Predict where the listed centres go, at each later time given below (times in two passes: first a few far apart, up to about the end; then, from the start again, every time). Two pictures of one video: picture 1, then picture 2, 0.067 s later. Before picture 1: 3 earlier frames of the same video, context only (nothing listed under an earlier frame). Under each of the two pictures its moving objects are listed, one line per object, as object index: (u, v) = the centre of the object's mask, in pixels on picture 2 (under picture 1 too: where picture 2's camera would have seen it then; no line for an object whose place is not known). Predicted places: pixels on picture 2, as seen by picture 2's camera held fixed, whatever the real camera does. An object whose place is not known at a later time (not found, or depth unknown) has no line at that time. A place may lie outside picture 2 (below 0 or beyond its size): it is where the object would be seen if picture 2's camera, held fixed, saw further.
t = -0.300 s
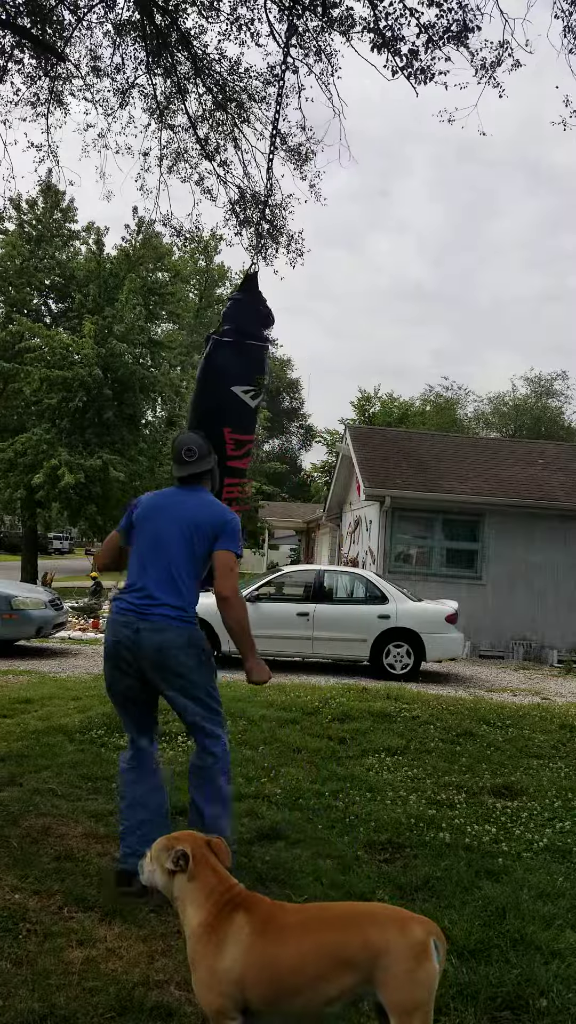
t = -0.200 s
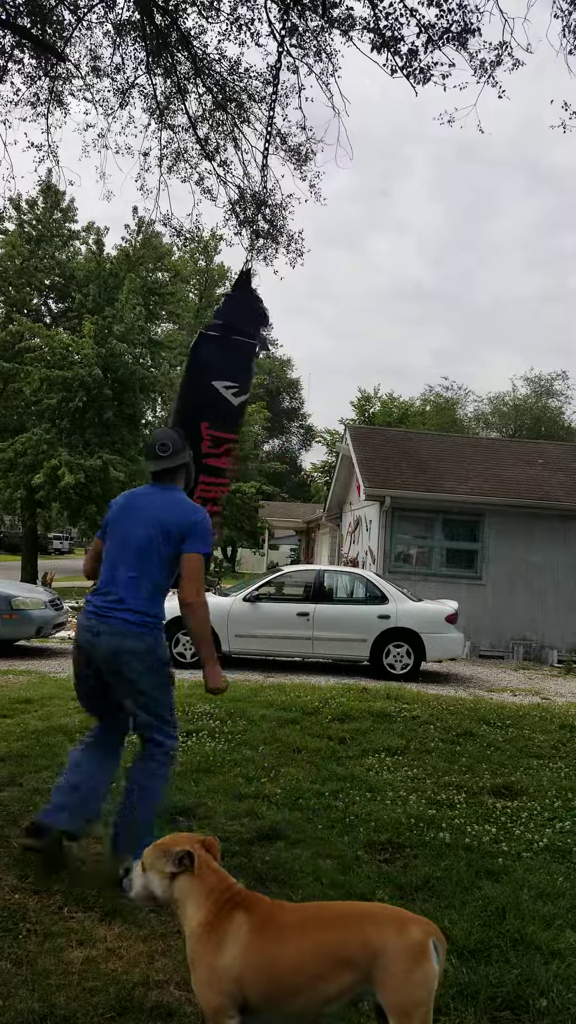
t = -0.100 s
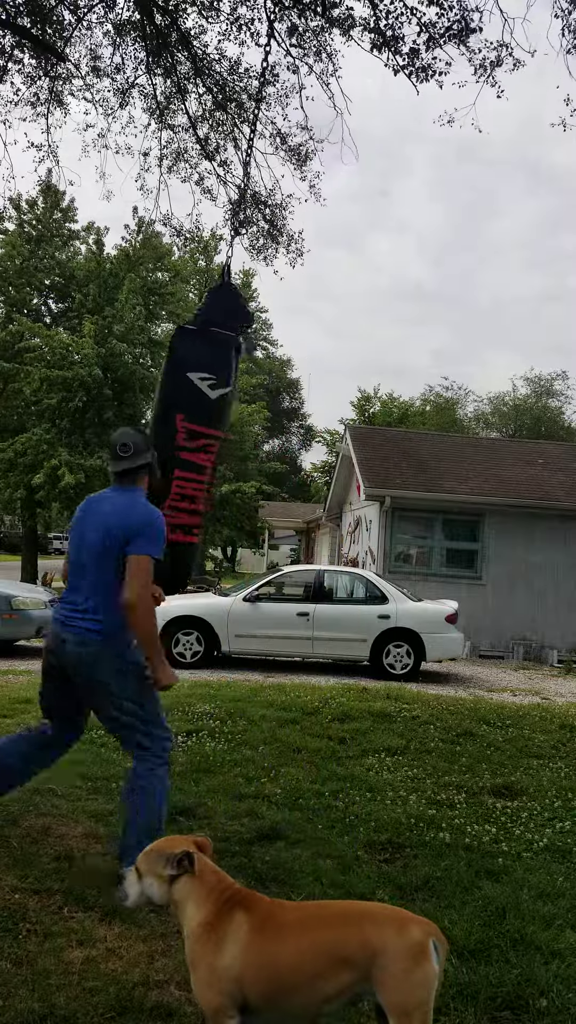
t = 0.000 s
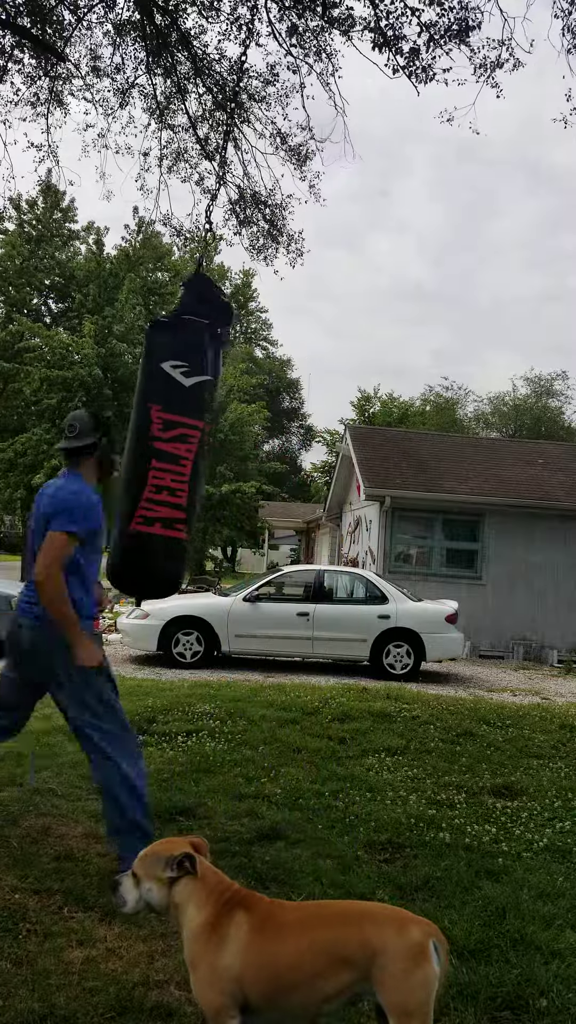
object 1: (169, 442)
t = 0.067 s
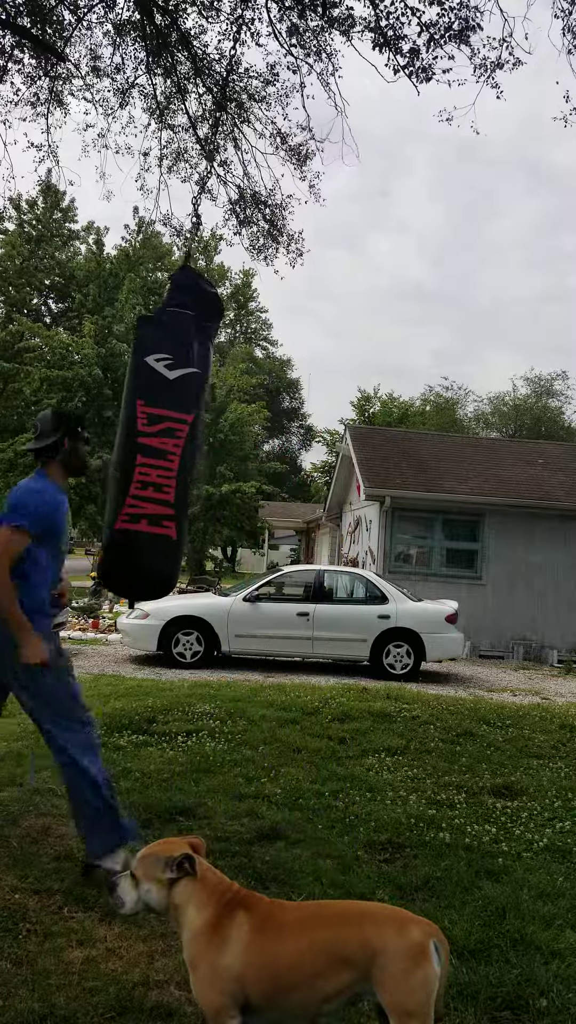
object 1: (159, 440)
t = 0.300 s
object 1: (143, 428)
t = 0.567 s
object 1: (143, 419)
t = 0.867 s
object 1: (184, 402)
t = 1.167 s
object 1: (275, 395)
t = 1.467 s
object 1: (364, 407)
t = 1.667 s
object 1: (413, 417)
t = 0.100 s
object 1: (155, 438)
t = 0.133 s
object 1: (152, 437)
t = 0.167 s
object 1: (149, 435)
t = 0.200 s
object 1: (146, 433)
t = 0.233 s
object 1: (144, 432)
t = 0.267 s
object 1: (143, 430)
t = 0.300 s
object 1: (143, 428)
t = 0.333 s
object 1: (142, 426)
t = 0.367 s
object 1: (142, 424)
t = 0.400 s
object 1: (142, 422)
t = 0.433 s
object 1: (142, 421)
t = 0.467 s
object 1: (142, 419)
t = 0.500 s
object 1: (142, 418)
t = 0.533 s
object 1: (142, 420)
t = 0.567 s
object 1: (143, 419)
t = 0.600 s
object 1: (144, 418)
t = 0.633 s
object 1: (146, 416)
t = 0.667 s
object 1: (149, 414)
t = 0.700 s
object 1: (153, 412)
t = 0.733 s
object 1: (158, 410)
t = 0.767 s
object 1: (164, 407)
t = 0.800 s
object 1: (170, 405)
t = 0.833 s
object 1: (177, 403)
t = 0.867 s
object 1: (184, 402)
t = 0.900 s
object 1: (193, 400)
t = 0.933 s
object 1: (202, 398)
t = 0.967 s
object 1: (212, 396)
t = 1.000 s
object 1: (223, 393)
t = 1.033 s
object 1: (234, 391)
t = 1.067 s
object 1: (244, 392)
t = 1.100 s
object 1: (254, 392)
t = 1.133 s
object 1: (265, 393)
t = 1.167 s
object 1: (275, 395)
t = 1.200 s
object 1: (286, 396)
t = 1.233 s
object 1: (296, 399)
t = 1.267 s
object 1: (306, 400)
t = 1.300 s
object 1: (316, 401)
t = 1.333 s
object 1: (325, 402)
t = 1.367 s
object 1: (335, 403)
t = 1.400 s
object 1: (344, 404)
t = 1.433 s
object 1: (354, 405)
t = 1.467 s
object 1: (364, 407)
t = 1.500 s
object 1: (372, 408)
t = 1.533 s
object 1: (381, 410)
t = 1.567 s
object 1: (390, 412)
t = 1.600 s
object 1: (398, 414)
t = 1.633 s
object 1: (406, 415)
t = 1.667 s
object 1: (413, 417)
